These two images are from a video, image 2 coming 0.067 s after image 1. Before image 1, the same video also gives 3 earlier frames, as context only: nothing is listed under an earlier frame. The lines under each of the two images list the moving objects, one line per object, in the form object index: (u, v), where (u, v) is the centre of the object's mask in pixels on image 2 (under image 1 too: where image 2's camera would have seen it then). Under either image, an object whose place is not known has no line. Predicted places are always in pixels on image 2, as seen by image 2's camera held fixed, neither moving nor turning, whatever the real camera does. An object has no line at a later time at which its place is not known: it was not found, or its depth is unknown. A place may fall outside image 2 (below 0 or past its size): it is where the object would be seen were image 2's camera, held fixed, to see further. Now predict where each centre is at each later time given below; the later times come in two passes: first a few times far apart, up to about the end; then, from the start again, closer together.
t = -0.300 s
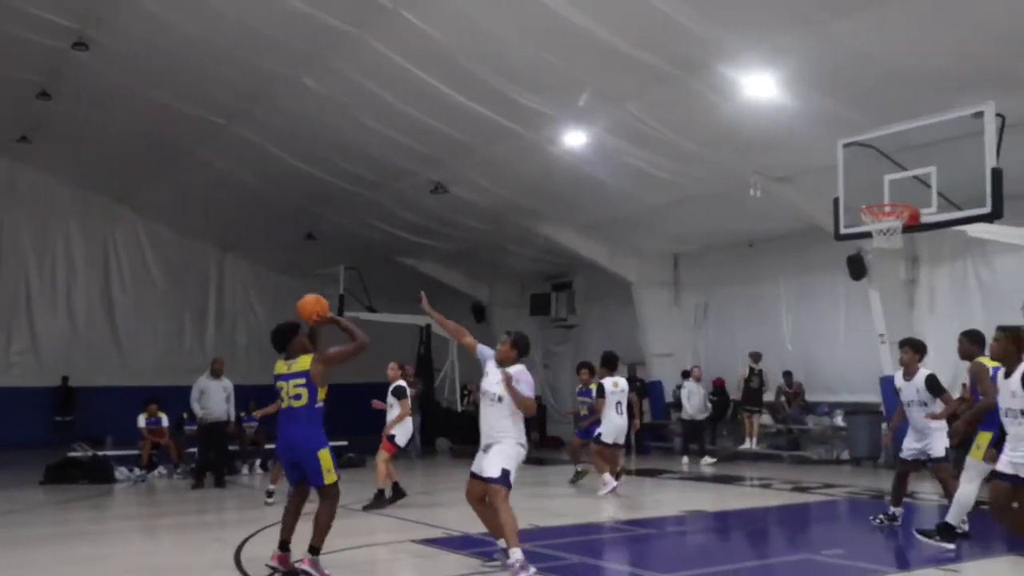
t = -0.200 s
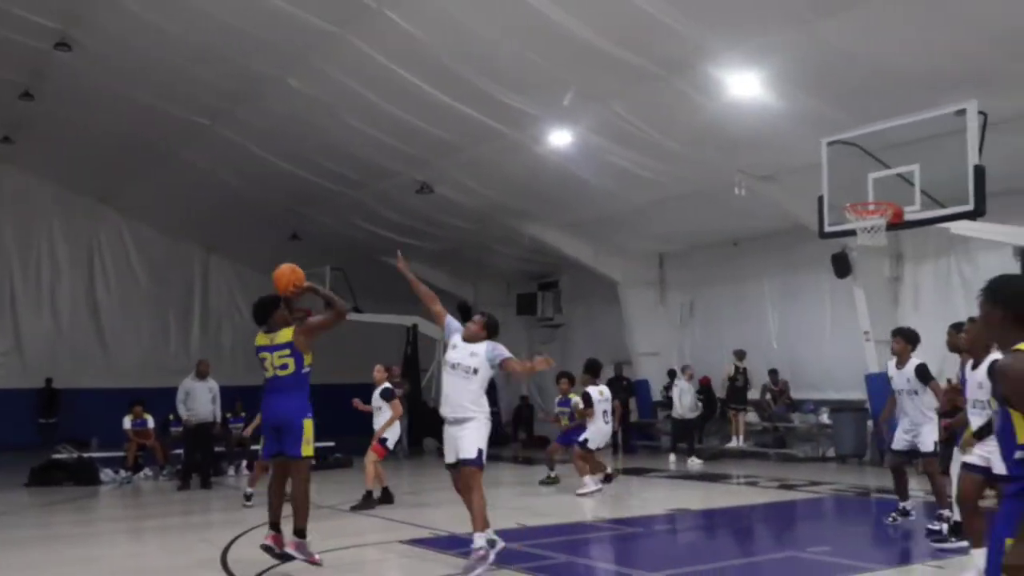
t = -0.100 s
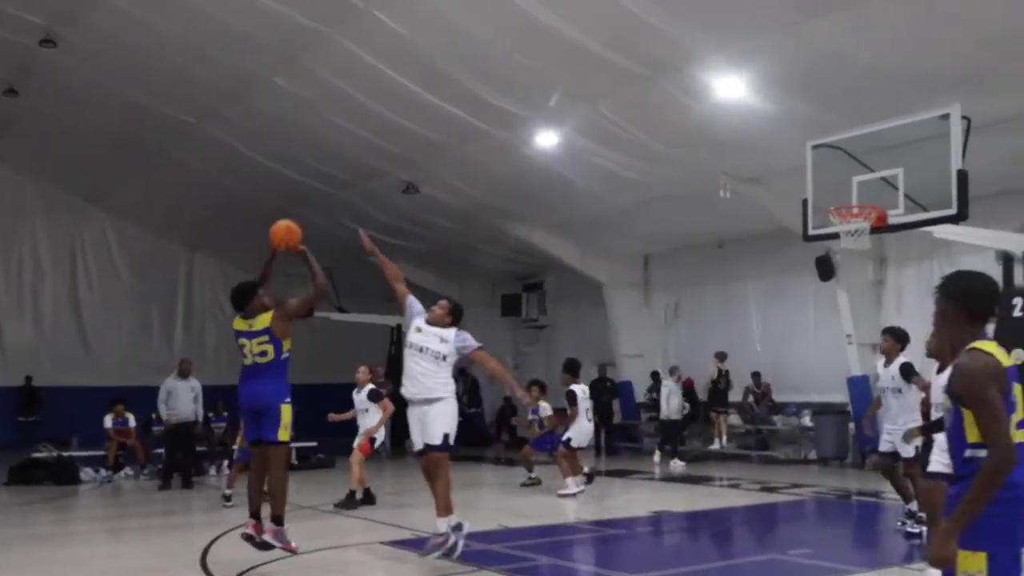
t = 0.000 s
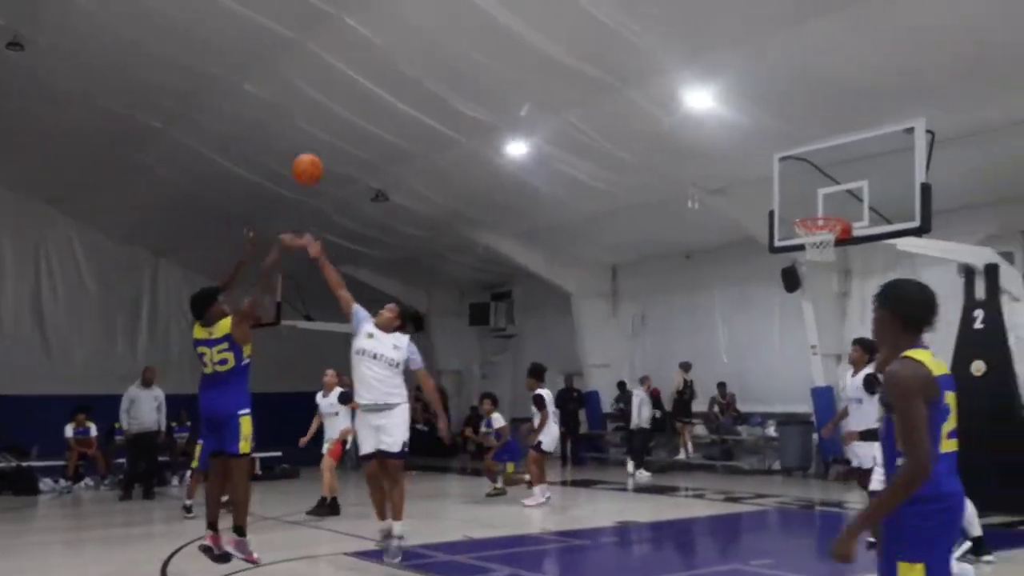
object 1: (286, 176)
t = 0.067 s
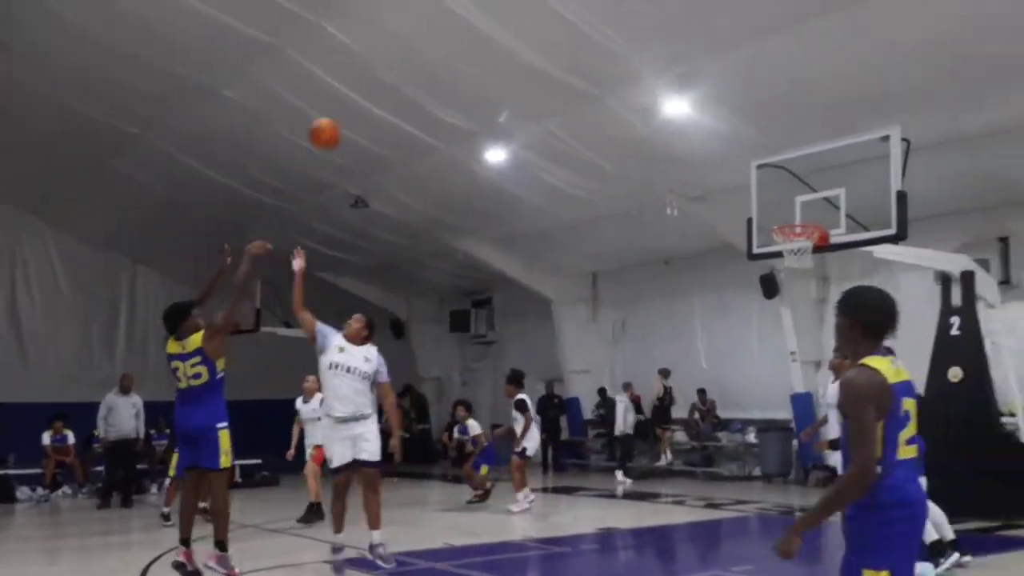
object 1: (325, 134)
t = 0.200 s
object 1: (398, 72)
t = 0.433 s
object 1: (509, 18)
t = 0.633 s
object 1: (591, 23)
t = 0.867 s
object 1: (674, 75)
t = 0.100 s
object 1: (343, 116)
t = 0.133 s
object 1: (361, 100)
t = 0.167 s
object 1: (381, 85)
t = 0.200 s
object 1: (398, 72)
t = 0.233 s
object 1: (415, 59)
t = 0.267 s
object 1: (432, 49)
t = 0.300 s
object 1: (447, 40)
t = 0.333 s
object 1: (464, 33)
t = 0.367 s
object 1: (479, 27)
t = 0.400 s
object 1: (495, 22)
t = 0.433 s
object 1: (509, 18)
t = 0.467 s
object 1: (524, 17)
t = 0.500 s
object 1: (538, 15)
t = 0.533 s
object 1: (551, 15)
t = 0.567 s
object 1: (564, 17)
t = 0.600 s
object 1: (577, 19)
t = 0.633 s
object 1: (591, 23)
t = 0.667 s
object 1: (602, 27)
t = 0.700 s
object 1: (615, 32)
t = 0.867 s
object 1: (674, 75)
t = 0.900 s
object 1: (686, 86)
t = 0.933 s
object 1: (698, 99)
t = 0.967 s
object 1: (708, 113)
